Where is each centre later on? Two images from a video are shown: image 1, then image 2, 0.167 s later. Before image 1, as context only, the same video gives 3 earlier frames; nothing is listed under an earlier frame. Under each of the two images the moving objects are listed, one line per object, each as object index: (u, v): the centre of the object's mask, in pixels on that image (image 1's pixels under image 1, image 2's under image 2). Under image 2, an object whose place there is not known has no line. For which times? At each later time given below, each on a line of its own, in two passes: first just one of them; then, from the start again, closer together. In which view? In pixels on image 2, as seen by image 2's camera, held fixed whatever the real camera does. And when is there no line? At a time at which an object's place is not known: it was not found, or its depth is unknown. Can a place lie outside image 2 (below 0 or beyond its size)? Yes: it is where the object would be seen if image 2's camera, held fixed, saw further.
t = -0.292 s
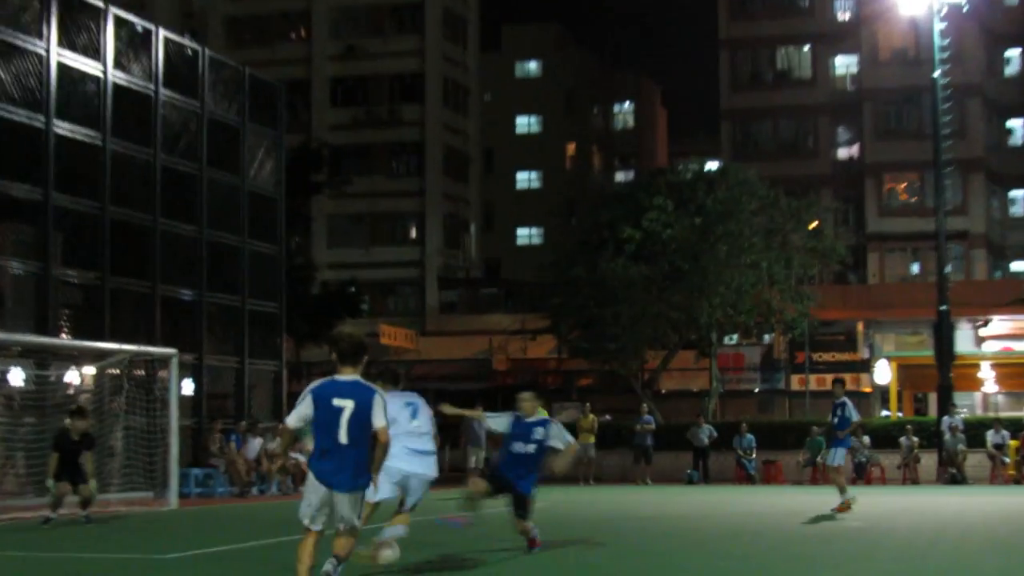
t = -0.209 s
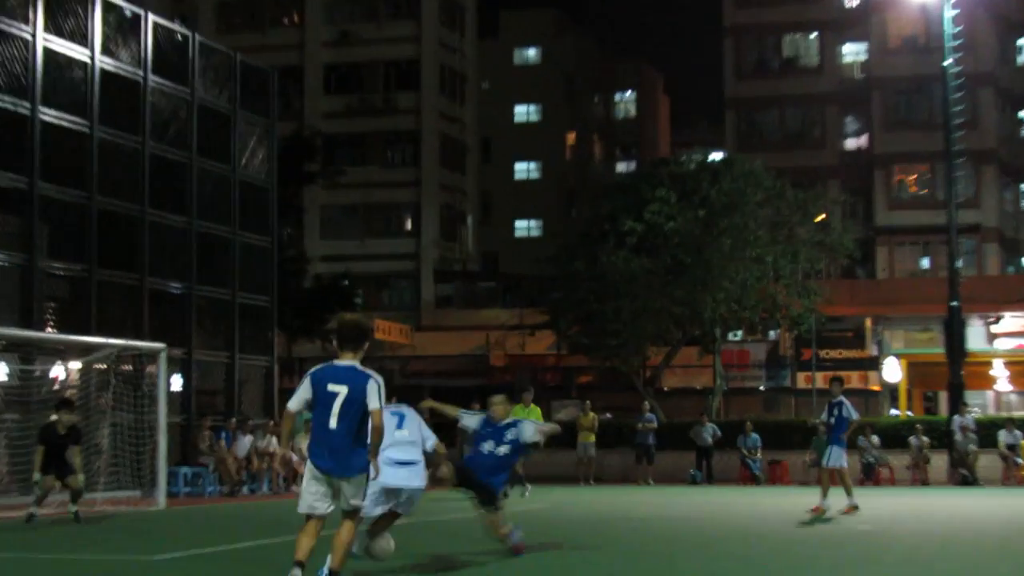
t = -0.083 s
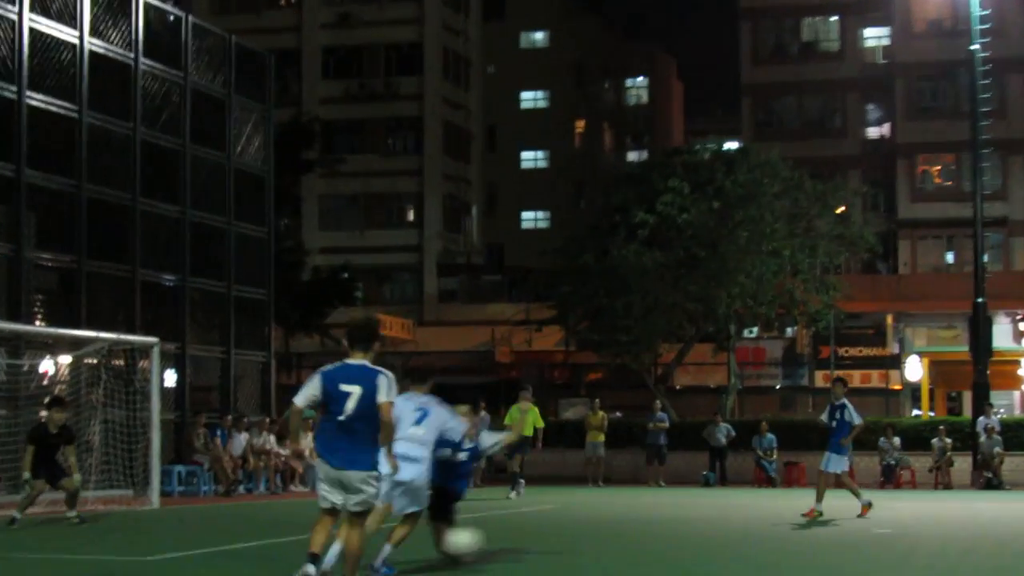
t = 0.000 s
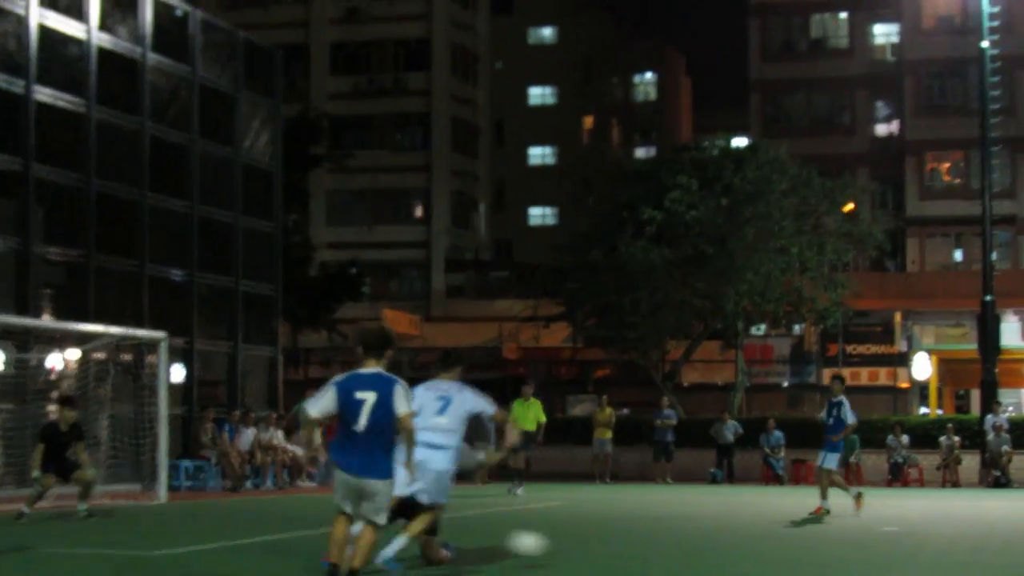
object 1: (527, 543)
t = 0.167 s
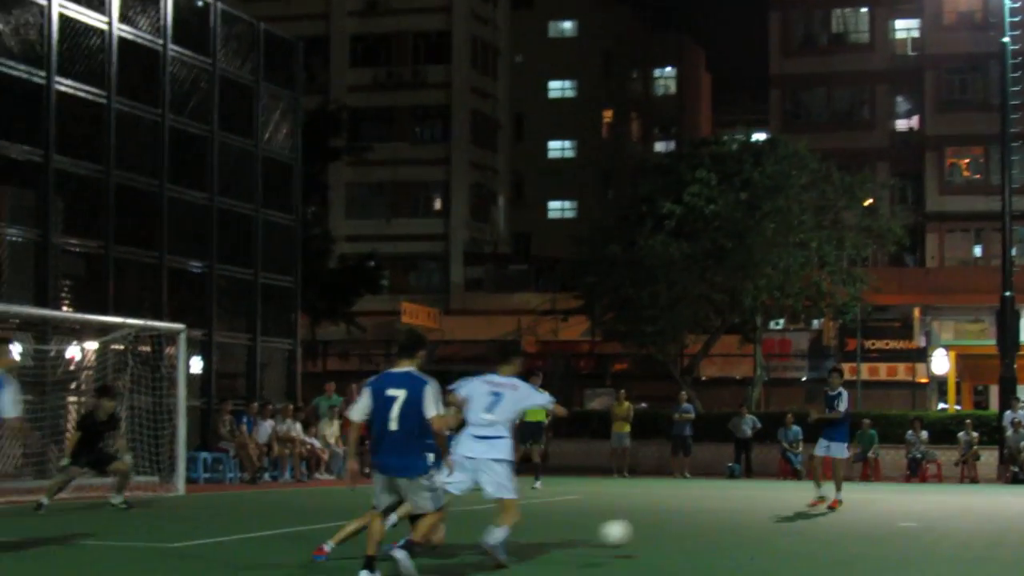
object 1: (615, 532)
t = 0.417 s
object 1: (687, 528)
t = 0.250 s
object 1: (637, 530)
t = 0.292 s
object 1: (649, 535)
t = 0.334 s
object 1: (663, 539)
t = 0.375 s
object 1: (675, 532)
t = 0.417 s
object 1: (687, 528)
